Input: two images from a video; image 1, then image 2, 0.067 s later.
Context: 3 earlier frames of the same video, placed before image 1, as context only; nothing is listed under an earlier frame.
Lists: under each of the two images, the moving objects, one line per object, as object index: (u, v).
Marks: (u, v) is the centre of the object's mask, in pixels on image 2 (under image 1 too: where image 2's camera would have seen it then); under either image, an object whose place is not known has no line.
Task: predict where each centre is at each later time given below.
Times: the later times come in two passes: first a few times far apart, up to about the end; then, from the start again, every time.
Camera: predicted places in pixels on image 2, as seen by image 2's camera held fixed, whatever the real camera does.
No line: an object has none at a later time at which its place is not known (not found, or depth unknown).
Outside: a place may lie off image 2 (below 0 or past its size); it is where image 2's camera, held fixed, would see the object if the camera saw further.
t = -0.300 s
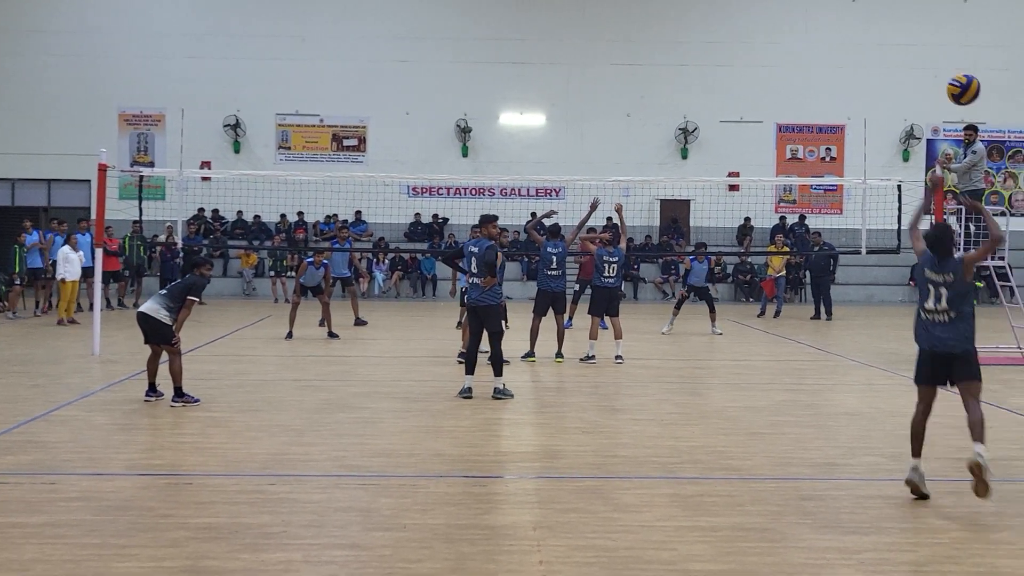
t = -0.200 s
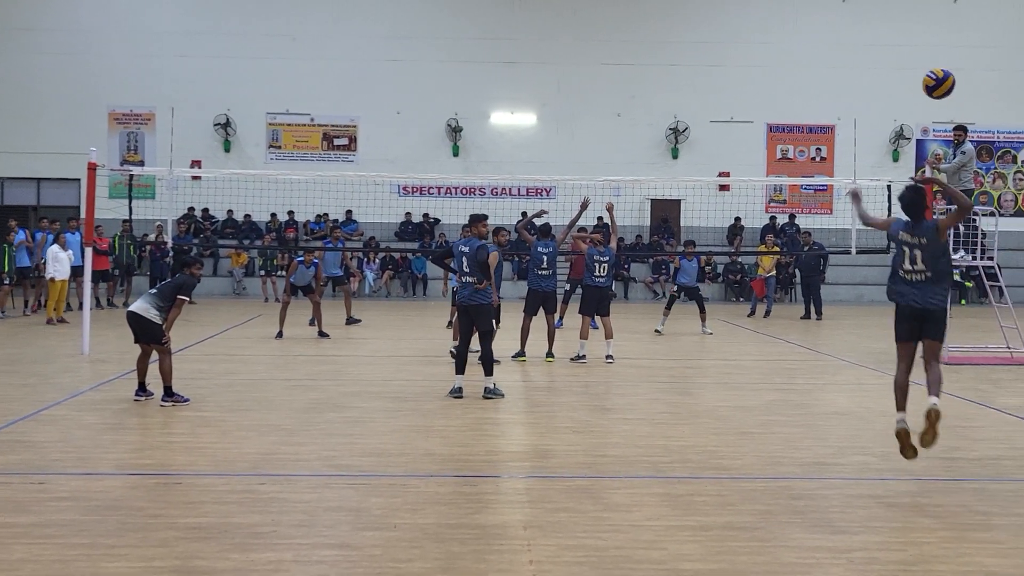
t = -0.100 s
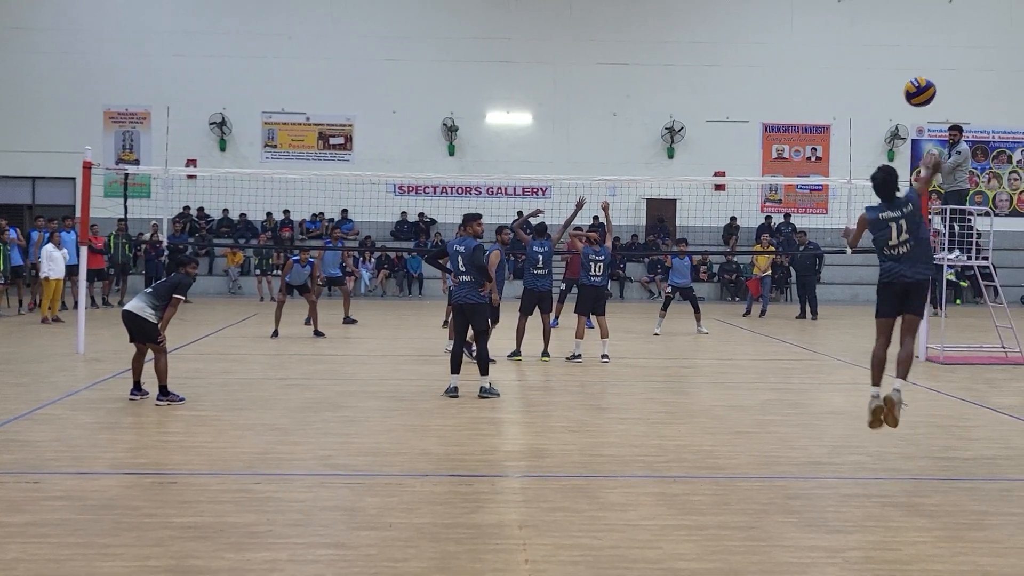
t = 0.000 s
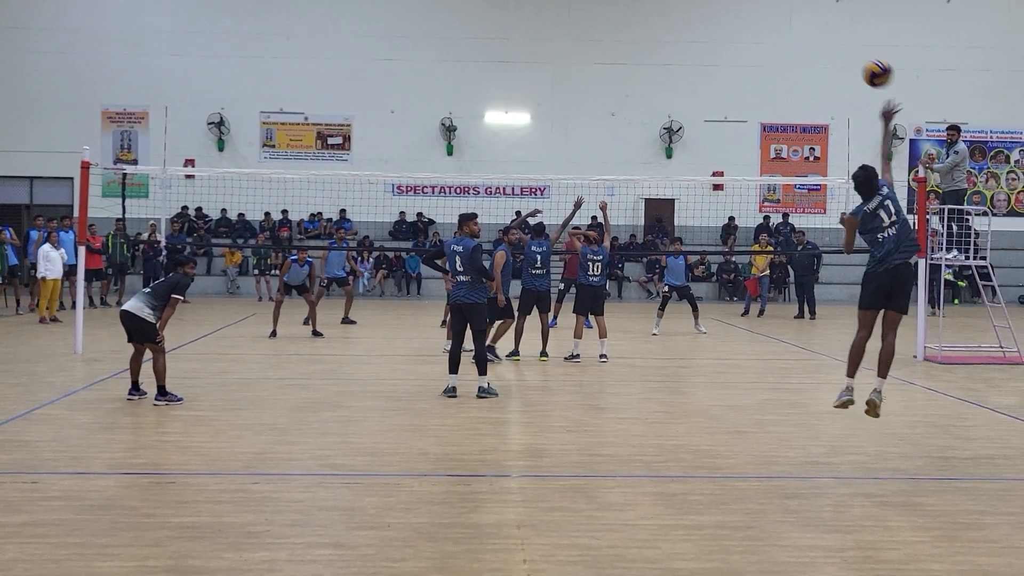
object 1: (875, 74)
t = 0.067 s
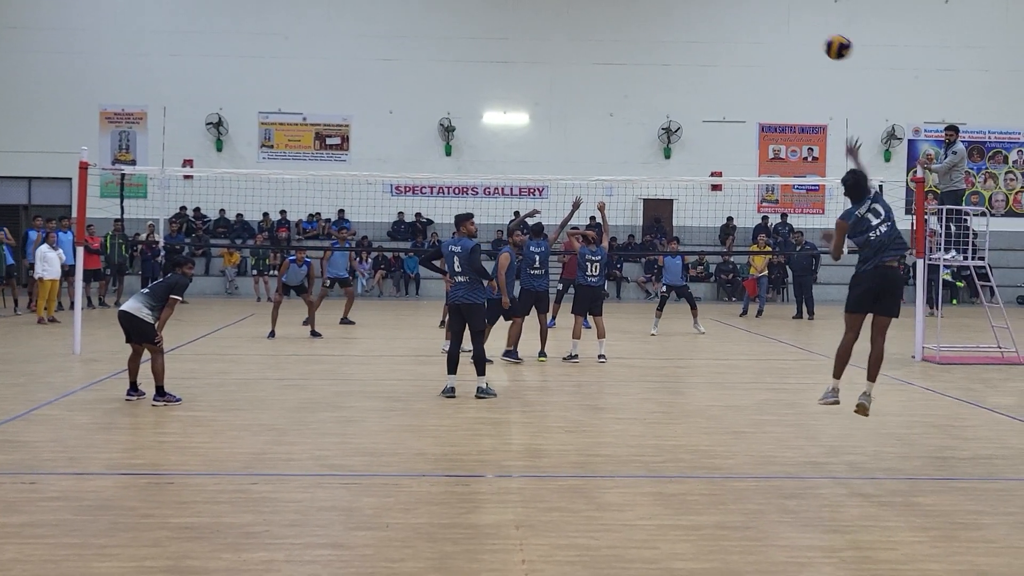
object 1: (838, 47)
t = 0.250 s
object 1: (759, 17)
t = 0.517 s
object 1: (684, 37)
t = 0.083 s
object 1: (829, 42)
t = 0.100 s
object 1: (821, 37)
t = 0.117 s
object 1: (813, 33)
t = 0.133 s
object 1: (806, 30)
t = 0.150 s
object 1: (798, 26)
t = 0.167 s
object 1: (791, 24)
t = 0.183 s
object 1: (785, 22)
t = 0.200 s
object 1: (778, 20)
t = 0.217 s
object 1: (772, 19)
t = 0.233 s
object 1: (765, 18)
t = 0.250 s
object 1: (759, 17)
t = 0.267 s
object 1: (754, 16)
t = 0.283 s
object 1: (749, 16)
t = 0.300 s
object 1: (743, 16)
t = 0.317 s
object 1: (738, 16)
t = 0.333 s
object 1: (733, 17)
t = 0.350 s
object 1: (728, 18)
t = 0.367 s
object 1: (723, 19)
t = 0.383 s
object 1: (717, 20)
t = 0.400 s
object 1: (713, 21)
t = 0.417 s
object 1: (708, 23)
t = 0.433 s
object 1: (704, 25)
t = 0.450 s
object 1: (700, 27)
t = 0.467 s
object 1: (695, 29)
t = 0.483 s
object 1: (692, 31)
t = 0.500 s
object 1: (688, 34)
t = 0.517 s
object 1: (684, 37)
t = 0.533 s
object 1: (681, 40)
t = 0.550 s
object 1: (678, 43)
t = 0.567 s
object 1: (674, 46)
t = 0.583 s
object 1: (671, 49)
